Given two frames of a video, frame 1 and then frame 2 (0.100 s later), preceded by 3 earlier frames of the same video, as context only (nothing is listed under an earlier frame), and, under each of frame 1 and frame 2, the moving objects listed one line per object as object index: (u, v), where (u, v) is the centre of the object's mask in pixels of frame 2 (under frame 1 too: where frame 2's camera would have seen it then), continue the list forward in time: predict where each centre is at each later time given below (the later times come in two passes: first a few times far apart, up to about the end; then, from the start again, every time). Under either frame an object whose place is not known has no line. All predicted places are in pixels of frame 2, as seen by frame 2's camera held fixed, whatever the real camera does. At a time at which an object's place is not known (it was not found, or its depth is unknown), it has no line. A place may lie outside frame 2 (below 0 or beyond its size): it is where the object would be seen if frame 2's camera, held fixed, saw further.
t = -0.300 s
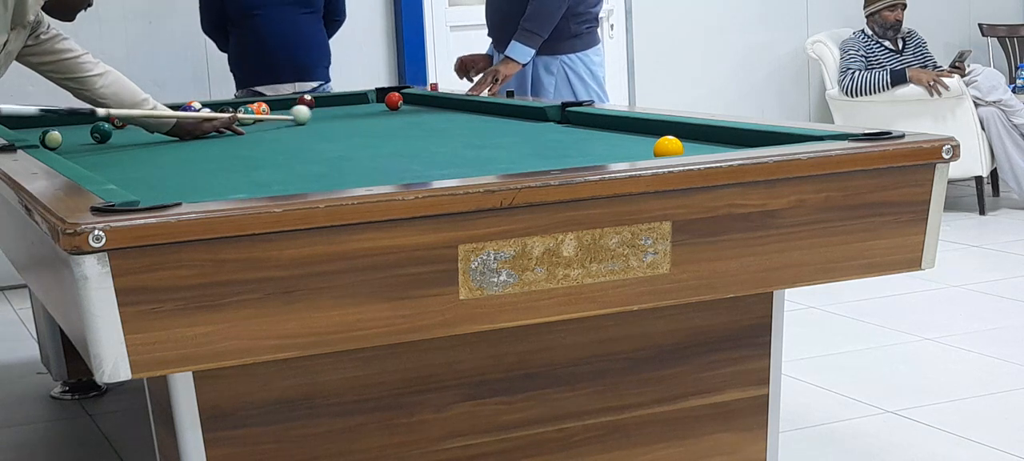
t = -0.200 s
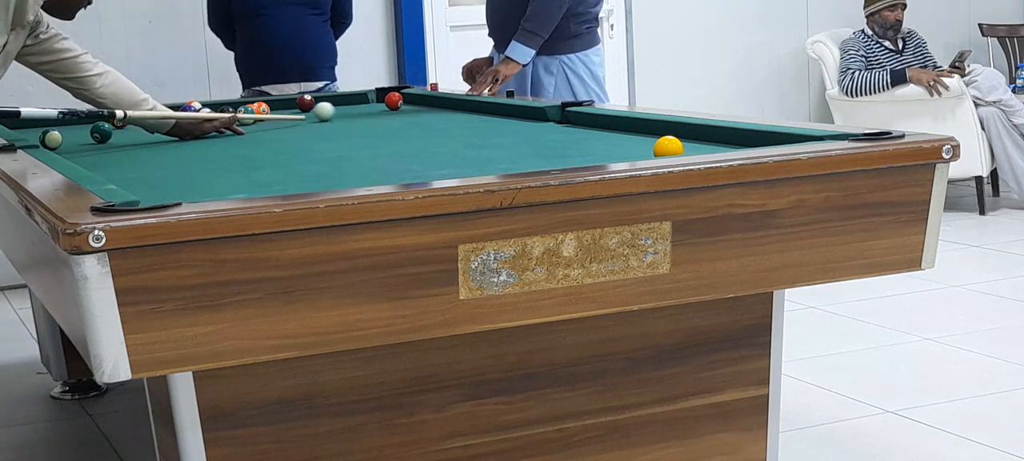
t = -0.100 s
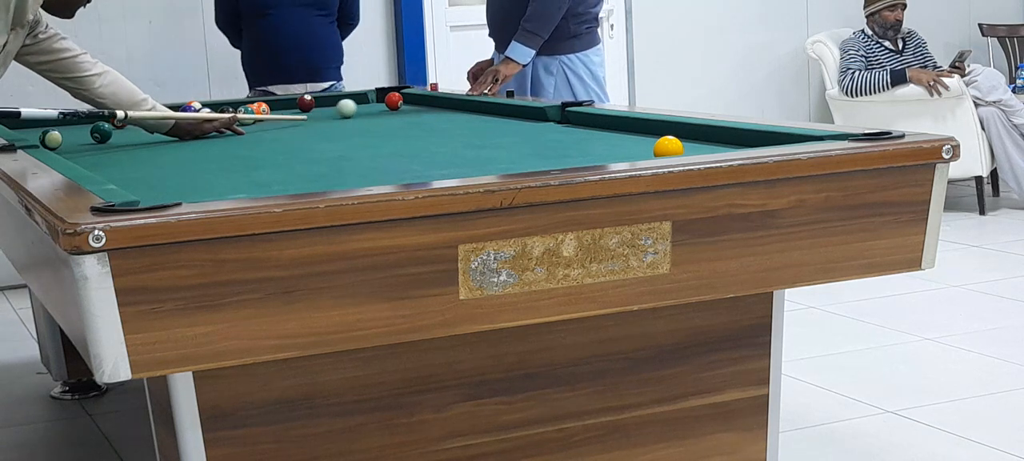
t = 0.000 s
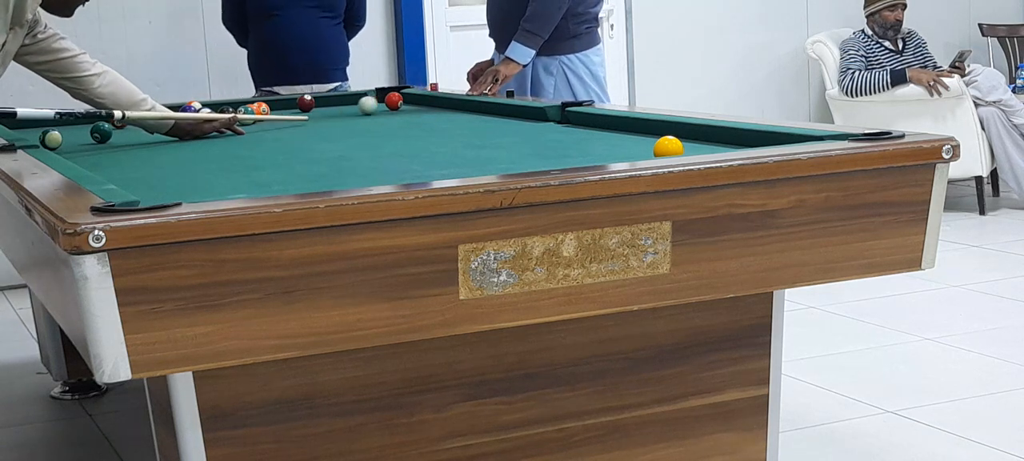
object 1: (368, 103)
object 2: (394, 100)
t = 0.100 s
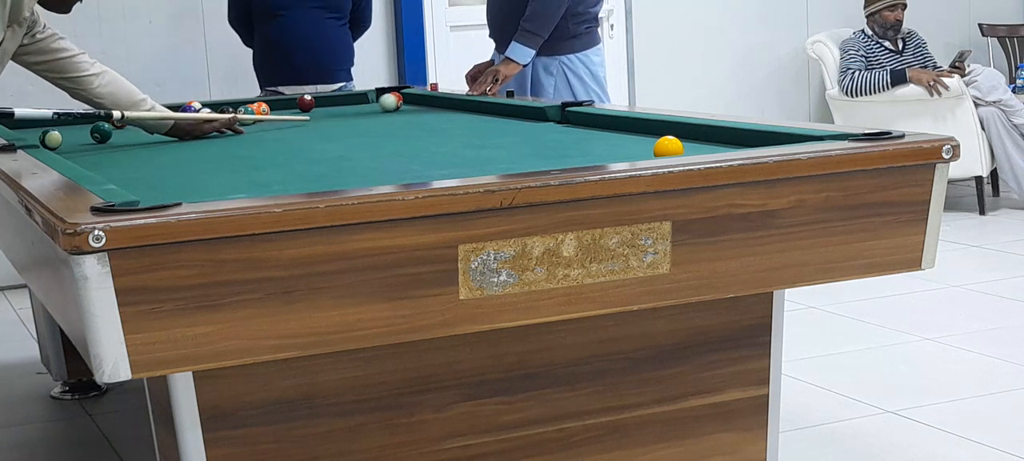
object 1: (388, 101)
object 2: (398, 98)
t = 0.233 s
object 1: (408, 101)
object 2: (396, 97)
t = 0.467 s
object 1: (423, 100)
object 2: (401, 96)
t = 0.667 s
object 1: (409, 101)
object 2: (386, 97)
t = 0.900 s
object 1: (394, 103)
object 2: (371, 97)
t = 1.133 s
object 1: (381, 104)
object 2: (356, 97)
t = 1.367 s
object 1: (369, 105)
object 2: (348, 97)
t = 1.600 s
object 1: (358, 106)
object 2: (343, 98)
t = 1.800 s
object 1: (350, 107)
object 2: (338, 98)
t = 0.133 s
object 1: (394, 100)
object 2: (398, 94)
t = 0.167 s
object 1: (398, 100)
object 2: (393, 93)
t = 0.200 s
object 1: (403, 101)
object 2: (393, 96)
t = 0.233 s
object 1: (408, 101)
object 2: (396, 97)
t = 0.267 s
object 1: (413, 101)
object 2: (398, 97)
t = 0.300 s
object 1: (418, 100)
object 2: (401, 97)
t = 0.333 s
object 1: (422, 100)
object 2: (402, 97)
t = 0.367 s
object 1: (426, 99)
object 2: (404, 96)
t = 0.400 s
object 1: (427, 99)
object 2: (404, 96)
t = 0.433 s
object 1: (425, 100)
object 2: (403, 96)
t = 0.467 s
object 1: (423, 100)
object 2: (401, 96)
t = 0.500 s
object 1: (420, 100)
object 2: (398, 96)
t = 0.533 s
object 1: (418, 100)
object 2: (396, 96)
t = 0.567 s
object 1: (416, 101)
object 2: (393, 96)
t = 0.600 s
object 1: (414, 101)
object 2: (391, 96)
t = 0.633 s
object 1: (411, 101)
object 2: (389, 96)
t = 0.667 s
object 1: (409, 101)
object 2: (386, 97)
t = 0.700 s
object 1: (407, 102)
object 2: (384, 96)
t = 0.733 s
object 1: (405, 102)
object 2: (382, 97)
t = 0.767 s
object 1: (403, 102)
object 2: (380, 97)
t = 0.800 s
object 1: (401, 102)
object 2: (377, 97)
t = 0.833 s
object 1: (399, 102)
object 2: (375, 97)
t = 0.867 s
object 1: (396, 103)
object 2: (373, 97)
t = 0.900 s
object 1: (394, 103)
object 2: (371, 97)
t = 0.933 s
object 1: (392, 103)
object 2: (369, 97)
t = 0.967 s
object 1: (390, 103)
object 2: (367, 97)
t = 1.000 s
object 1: (388, 103)
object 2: (365, 97)
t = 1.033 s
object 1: (387, 104)
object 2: (362, 97)
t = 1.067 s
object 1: (385, 104)
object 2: (360, 97)
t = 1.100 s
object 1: (383, 104)
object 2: (358, 97)
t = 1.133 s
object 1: (381, 104)
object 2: (356, 97)
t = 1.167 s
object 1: (379, 104)
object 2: (354, 97)
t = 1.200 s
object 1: (377, 105)
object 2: (352, 97)
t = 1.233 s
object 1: (376, 105)
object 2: (351, 97)
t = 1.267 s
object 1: (374, 105)
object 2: (351, 97)
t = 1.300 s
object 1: (372, 105)
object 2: (349, 97)
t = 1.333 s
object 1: (371, 105)
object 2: (349, 97)
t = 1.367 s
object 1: (369, 105)
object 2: (348, 97)
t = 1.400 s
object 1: (367, 105)
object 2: (347, 97)
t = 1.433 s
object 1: (366, 106)
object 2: (347, 97)
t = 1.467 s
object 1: (364, 106)
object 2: (346, 98)
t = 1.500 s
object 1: (363, 106)
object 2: (345, 98)
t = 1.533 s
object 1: (361, 106)
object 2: (344, 98)
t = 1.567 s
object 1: (360, 106)
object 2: (344, 98)
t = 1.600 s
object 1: (358, 106)
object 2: (343, 98)
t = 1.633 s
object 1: (357, 106)
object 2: (342, 98)
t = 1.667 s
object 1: (355, 107)
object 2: (341, 98)
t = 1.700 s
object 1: (354, 107)
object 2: (340, 98)
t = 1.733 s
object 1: (353, 107)
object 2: (340, 98)
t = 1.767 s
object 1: (352, 107)
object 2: (339, 98)
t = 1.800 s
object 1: (350, 107)
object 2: (338, 98)
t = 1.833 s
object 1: (349, 107)
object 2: (338, 98)
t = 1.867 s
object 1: (348, 107)
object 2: (337, 97)
